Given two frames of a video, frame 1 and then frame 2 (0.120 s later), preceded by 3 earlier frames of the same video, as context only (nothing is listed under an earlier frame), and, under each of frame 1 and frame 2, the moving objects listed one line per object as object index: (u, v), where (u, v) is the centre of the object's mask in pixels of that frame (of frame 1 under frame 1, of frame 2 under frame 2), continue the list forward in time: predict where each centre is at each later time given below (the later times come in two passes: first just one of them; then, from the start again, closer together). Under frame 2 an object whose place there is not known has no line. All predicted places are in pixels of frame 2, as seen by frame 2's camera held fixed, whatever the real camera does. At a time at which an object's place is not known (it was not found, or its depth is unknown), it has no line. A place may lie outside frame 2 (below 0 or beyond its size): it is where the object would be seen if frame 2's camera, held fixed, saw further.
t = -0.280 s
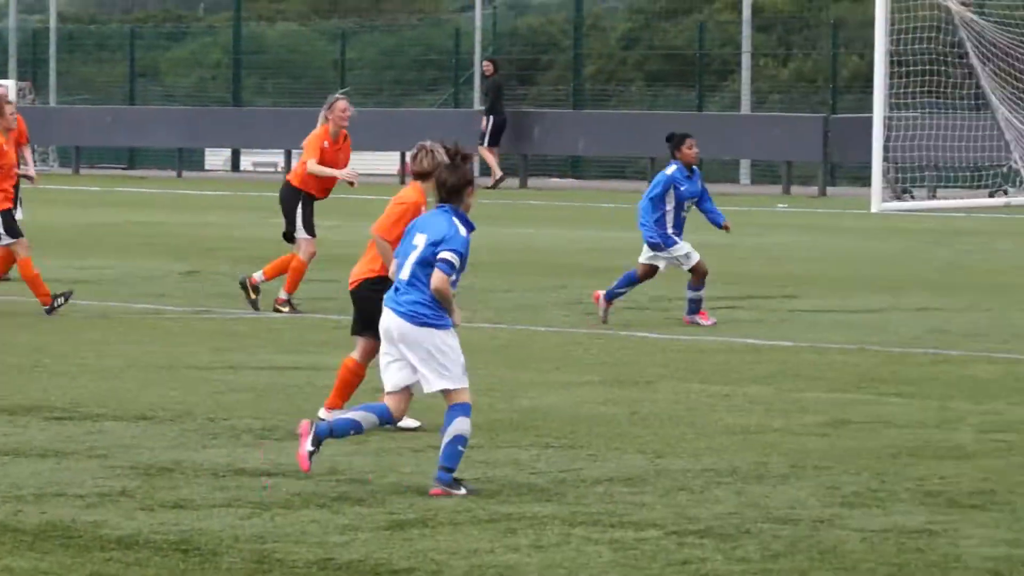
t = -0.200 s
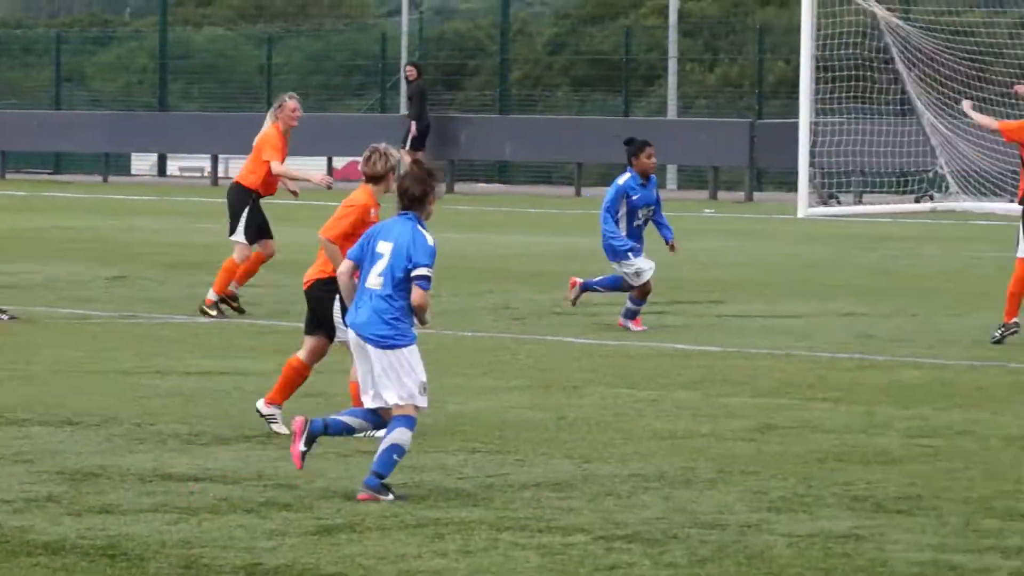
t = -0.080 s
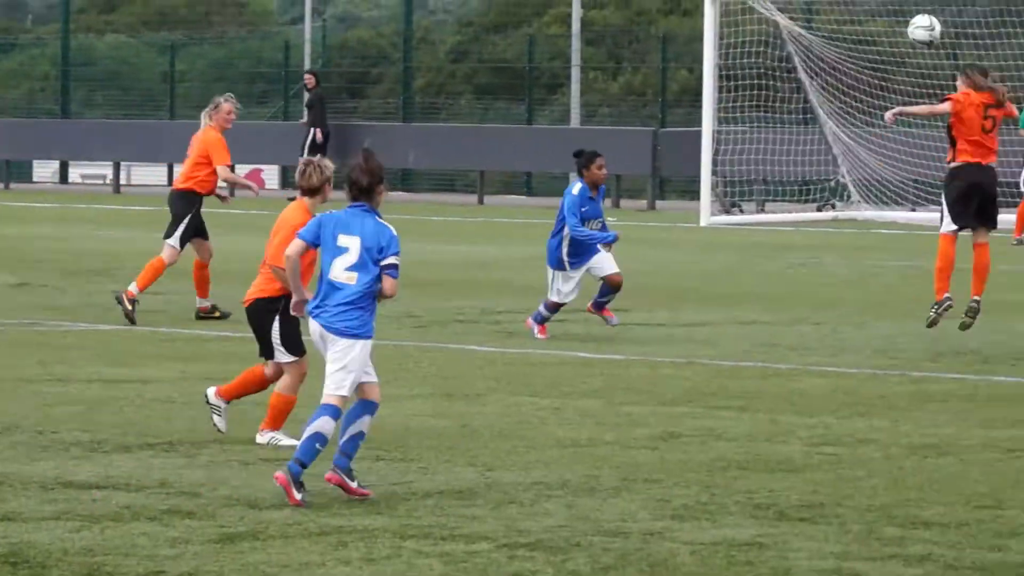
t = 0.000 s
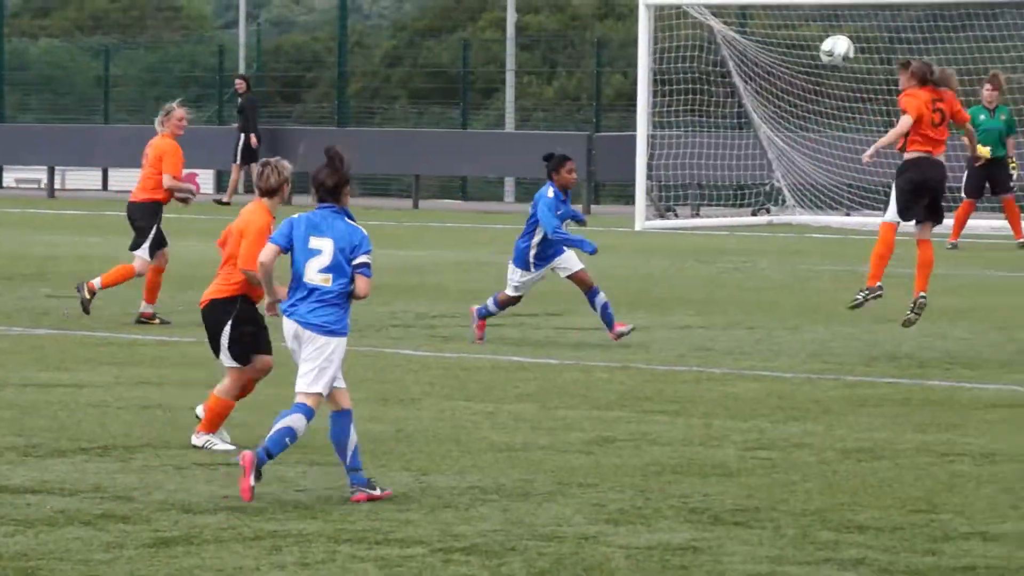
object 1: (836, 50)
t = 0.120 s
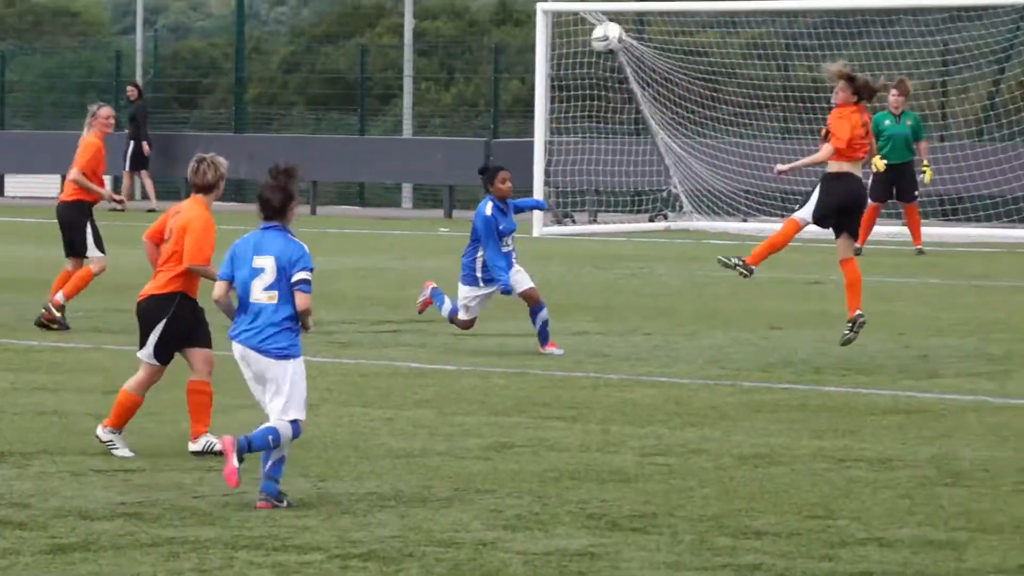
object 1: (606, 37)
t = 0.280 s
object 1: (443, 48)
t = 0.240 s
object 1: (483, 41)
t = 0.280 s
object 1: (443, 48)
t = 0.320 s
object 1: (403, 61)
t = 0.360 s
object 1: (363, 73)
